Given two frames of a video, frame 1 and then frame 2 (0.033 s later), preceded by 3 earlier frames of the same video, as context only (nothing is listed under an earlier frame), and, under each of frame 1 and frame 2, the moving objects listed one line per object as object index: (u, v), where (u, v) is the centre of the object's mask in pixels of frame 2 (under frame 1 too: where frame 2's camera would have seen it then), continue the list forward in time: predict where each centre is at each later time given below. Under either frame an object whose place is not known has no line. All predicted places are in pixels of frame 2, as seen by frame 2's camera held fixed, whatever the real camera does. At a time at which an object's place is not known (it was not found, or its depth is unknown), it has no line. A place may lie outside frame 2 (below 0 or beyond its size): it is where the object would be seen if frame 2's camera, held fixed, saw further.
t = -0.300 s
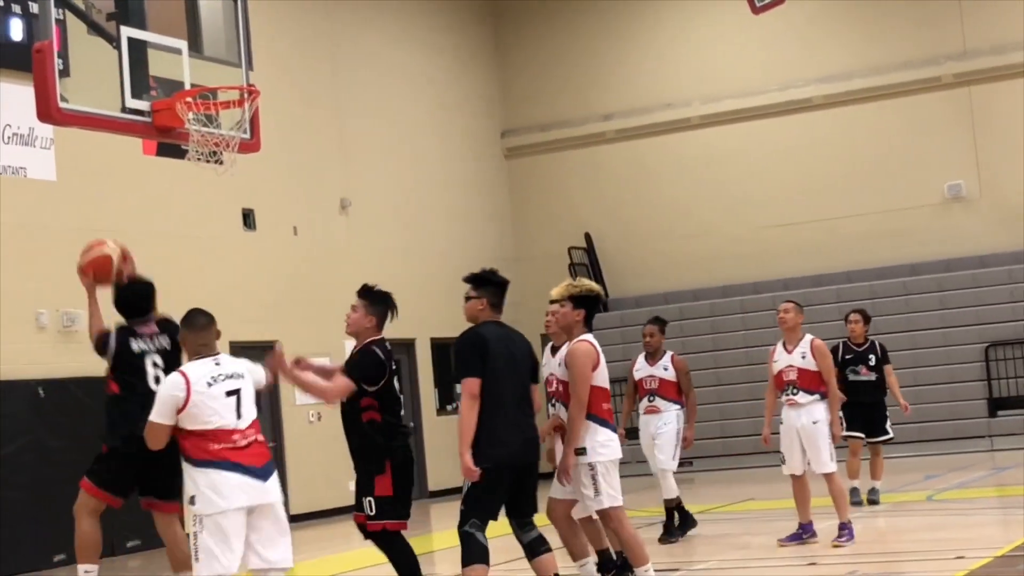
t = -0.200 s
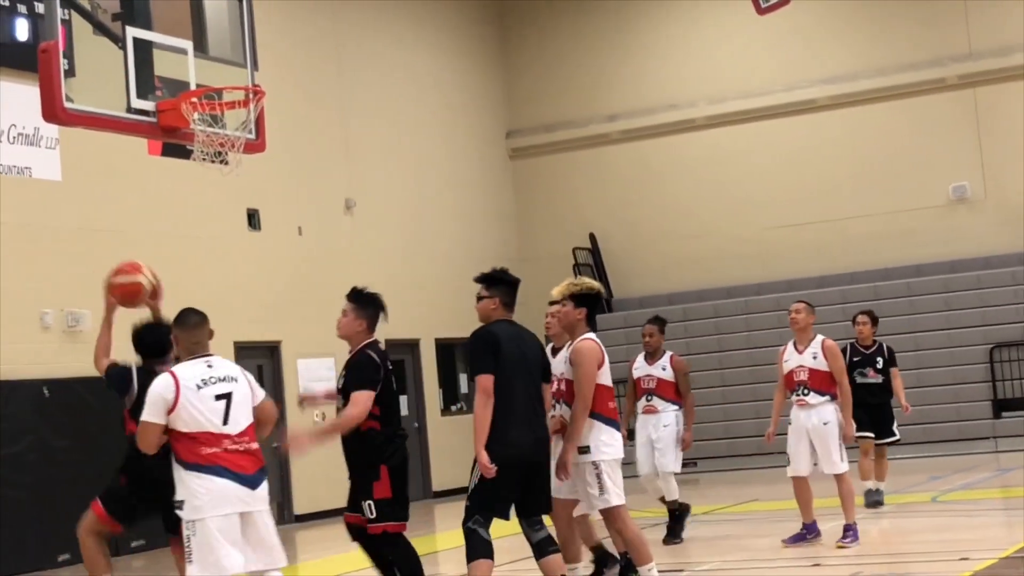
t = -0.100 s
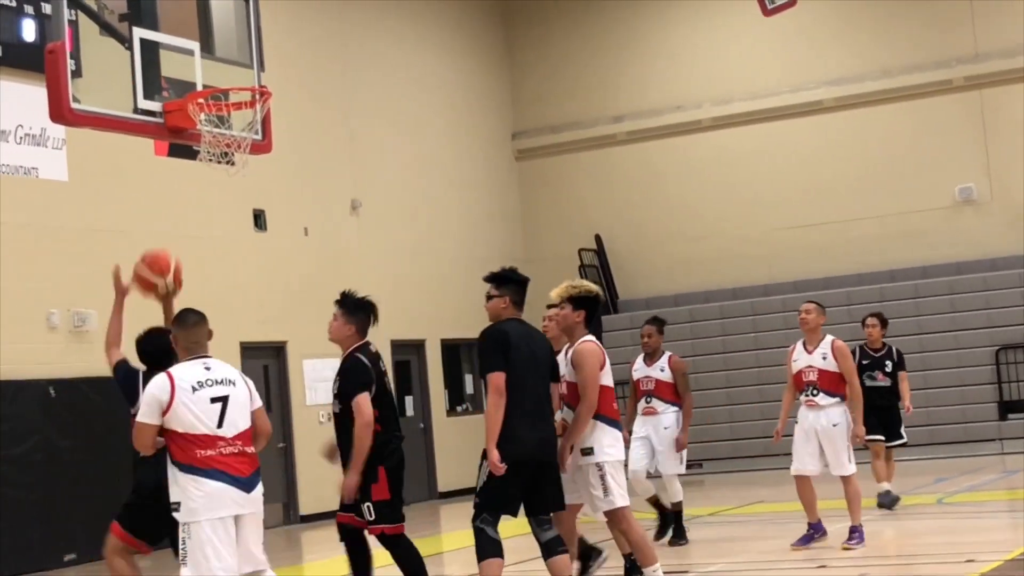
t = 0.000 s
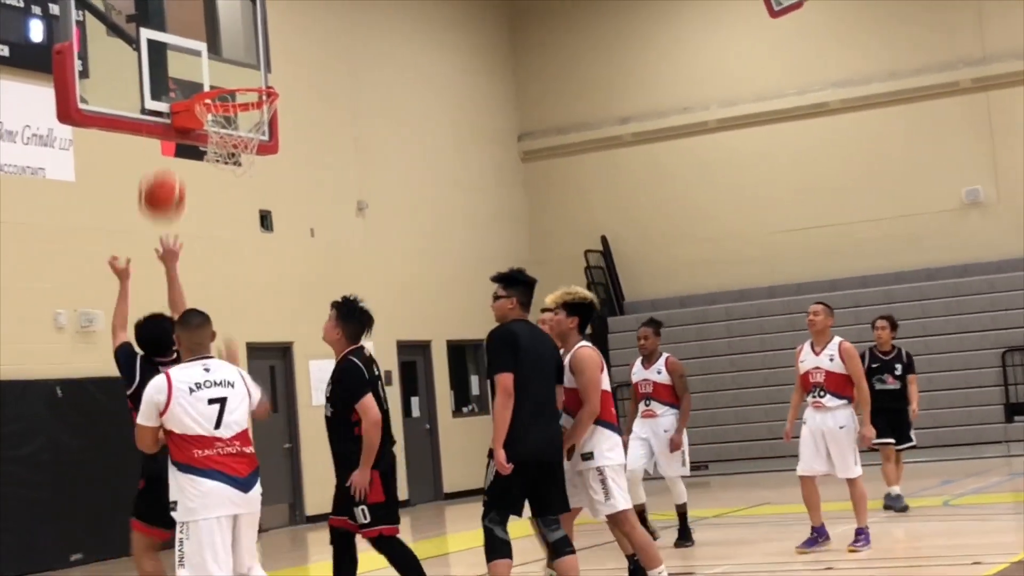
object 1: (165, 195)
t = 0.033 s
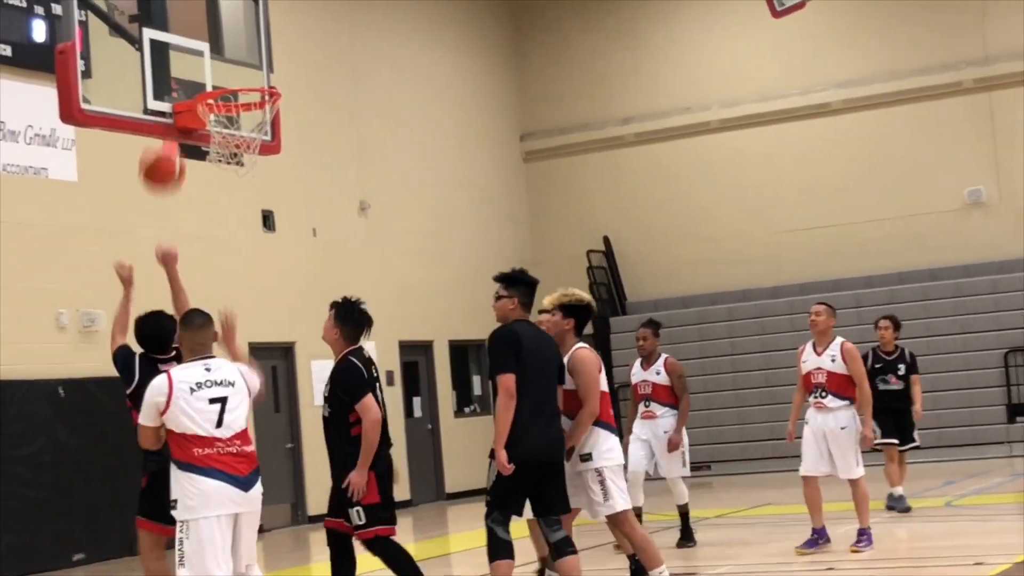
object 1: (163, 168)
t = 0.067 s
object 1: (160, 144)
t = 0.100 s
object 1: (157, 121)
